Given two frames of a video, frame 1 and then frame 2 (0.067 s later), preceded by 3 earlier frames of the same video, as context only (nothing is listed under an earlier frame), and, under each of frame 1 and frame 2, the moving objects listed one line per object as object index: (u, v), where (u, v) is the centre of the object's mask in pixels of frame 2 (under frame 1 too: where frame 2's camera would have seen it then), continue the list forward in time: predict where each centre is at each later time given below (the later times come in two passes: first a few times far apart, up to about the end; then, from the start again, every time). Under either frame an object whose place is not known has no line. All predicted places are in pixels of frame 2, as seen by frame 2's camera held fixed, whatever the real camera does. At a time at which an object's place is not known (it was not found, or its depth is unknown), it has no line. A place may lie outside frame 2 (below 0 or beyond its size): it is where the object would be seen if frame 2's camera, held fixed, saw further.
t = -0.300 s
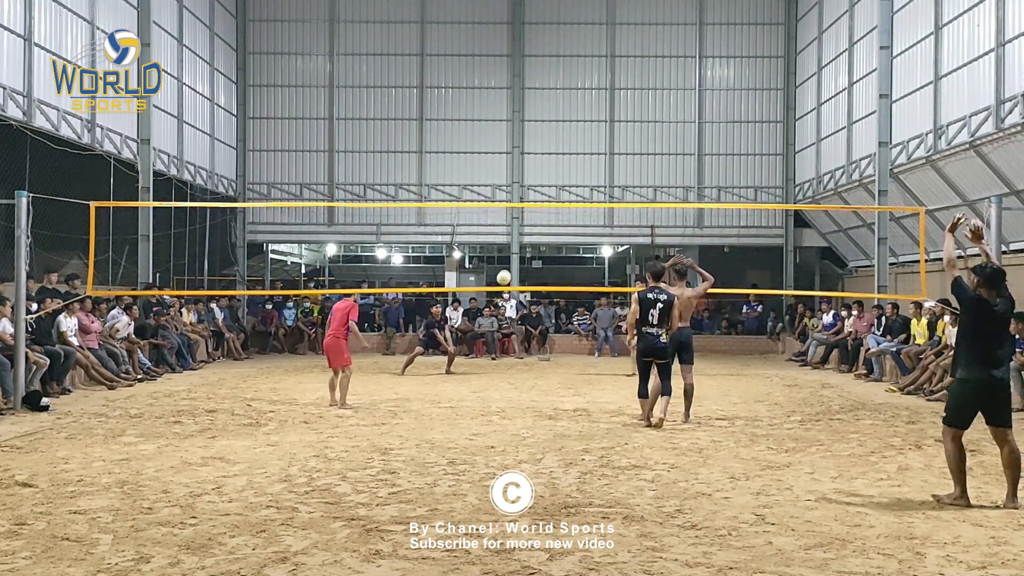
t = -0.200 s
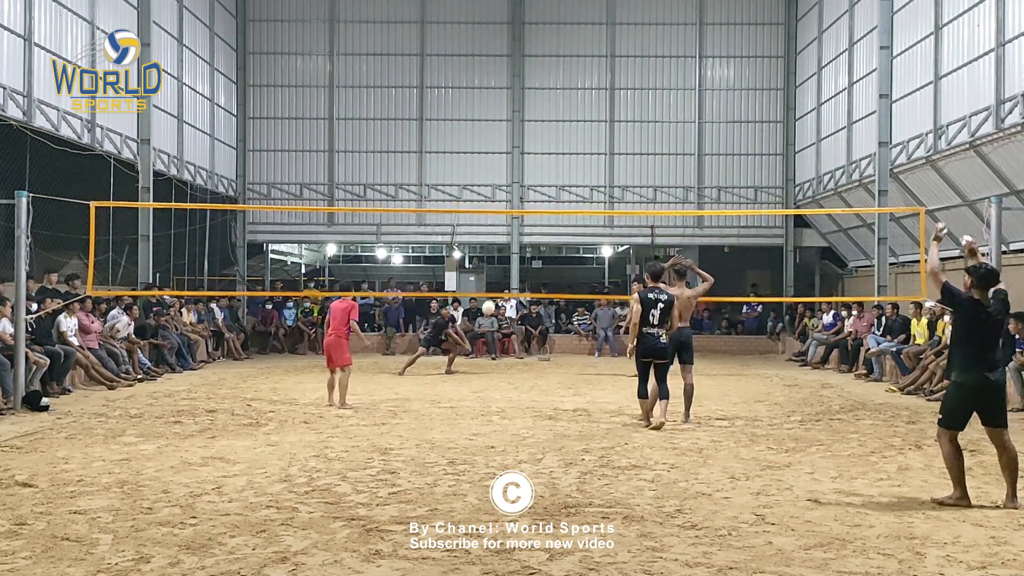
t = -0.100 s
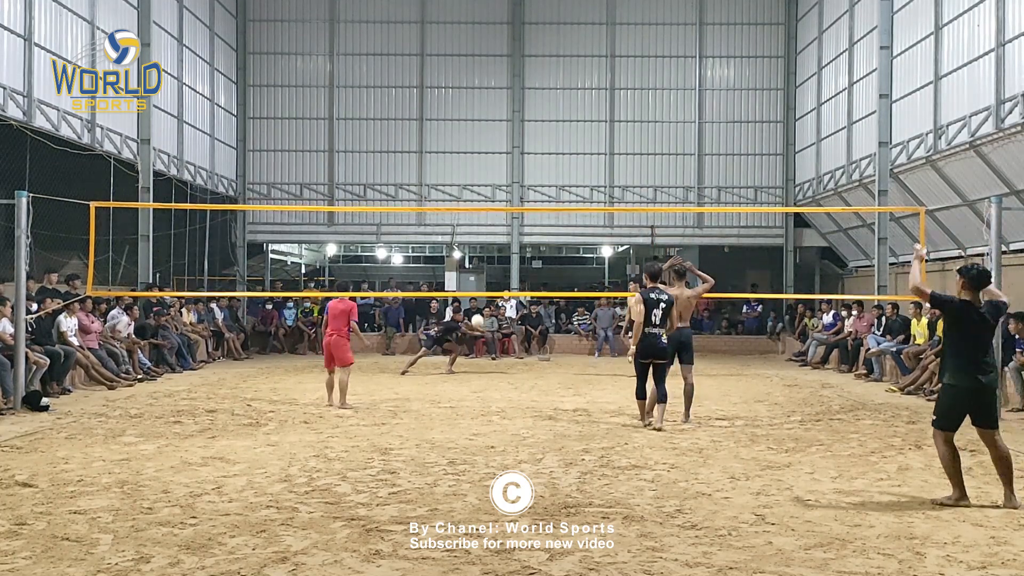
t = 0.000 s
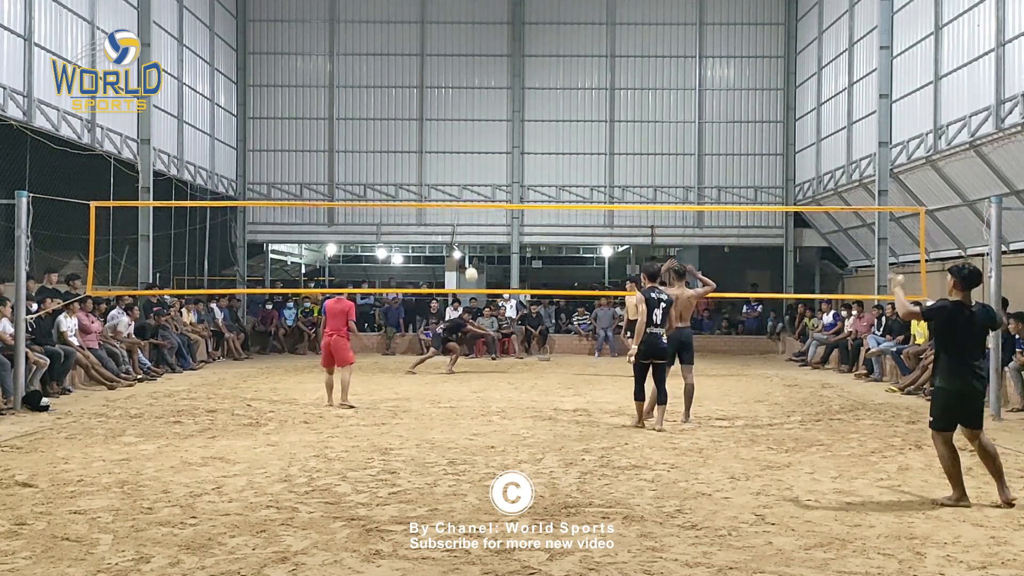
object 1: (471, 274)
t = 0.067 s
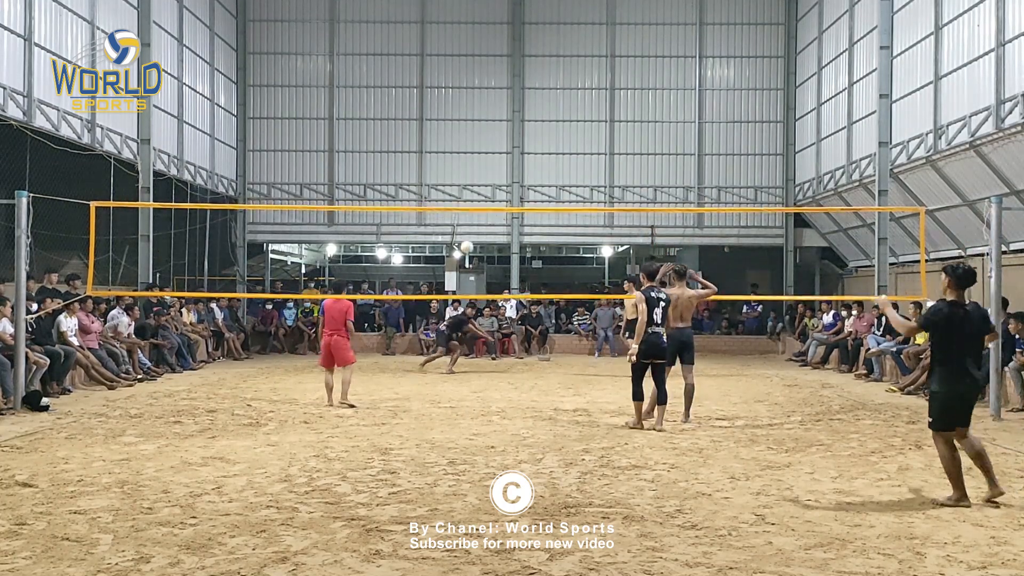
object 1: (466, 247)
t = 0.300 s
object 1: (449, 166)
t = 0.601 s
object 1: (423, 104)
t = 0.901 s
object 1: (396, 93)
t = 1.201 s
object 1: (367, 136)
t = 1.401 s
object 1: (349, 196)
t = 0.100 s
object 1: (464, 233)
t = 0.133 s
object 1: (462, 219)
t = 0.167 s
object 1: (460, 205)
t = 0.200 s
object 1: (457, 197)
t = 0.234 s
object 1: (455, 186)
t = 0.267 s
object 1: (452, 174)
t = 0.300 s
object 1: (449, 166)
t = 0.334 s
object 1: (446, 156)
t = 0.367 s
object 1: (443, 147)
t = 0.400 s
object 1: (441, 139)
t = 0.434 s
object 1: (438, 131)
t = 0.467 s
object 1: (435, 125)
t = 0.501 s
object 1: (432, 119)
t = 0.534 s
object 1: (429, 113)
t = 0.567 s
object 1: (426, 108)
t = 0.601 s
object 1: (423, 104)
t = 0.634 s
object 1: (421, 100)
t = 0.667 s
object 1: (417, 97)
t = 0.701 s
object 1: (415, 95)
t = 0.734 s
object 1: (412, 93)
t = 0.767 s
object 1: (409, 91)
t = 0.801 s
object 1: (405, 91)
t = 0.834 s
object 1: (402, 91)
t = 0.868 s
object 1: (399, 92)
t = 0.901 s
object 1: (396, 93)
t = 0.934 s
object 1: (393, 96)
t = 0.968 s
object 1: (389, 98)
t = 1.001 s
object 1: (386, 101)
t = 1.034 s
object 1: (383, 106)
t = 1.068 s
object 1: (380, 111)
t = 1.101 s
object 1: (377, 116)
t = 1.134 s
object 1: (374, 122)
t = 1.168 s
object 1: (371, 129)
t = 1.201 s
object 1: (367, 136)
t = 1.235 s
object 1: (364, 145)
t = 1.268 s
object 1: (361, 154)
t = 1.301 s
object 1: (358, 163)
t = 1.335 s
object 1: (355, 174)
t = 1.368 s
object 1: (352, 185)
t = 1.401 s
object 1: (349, 196)
